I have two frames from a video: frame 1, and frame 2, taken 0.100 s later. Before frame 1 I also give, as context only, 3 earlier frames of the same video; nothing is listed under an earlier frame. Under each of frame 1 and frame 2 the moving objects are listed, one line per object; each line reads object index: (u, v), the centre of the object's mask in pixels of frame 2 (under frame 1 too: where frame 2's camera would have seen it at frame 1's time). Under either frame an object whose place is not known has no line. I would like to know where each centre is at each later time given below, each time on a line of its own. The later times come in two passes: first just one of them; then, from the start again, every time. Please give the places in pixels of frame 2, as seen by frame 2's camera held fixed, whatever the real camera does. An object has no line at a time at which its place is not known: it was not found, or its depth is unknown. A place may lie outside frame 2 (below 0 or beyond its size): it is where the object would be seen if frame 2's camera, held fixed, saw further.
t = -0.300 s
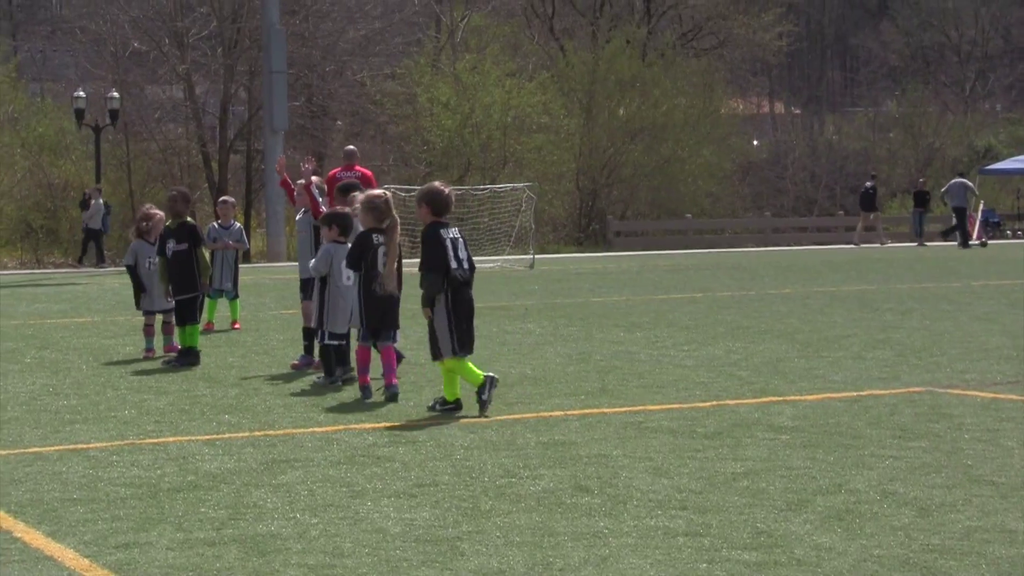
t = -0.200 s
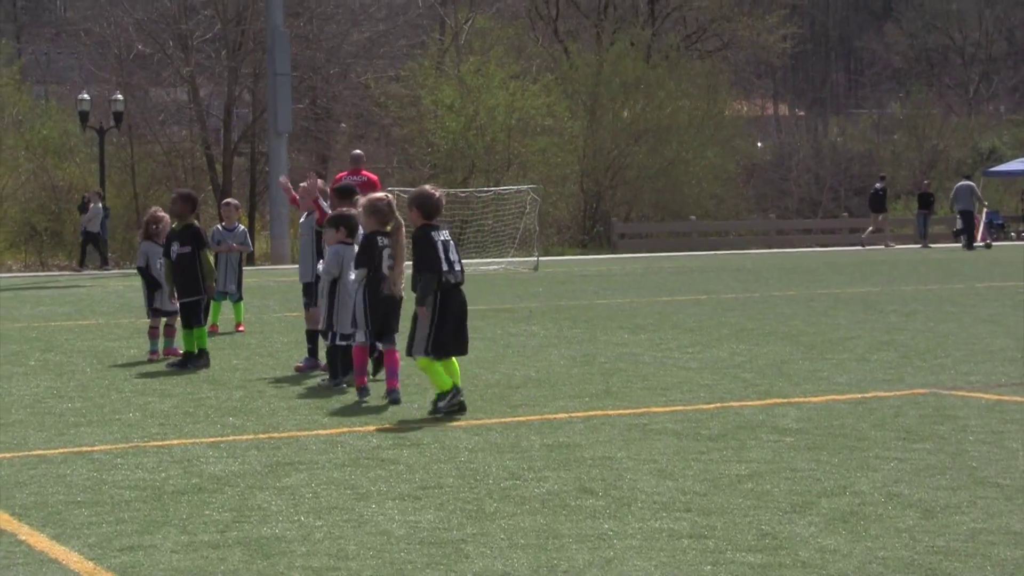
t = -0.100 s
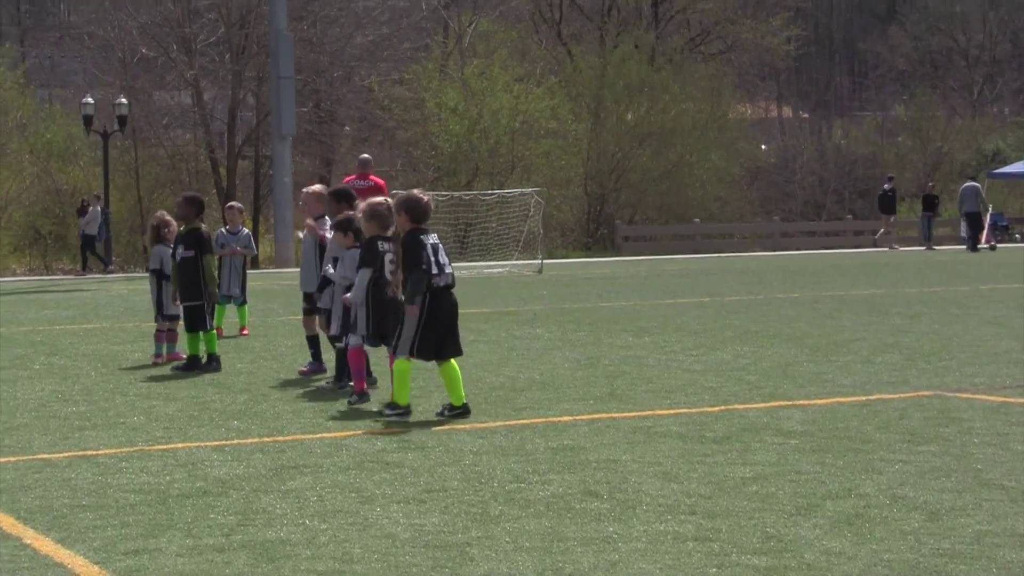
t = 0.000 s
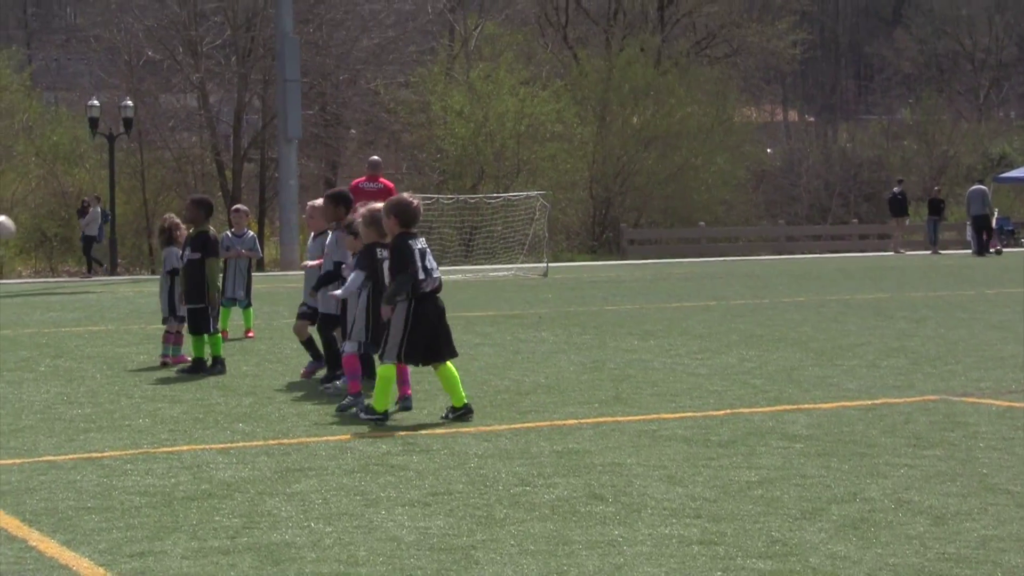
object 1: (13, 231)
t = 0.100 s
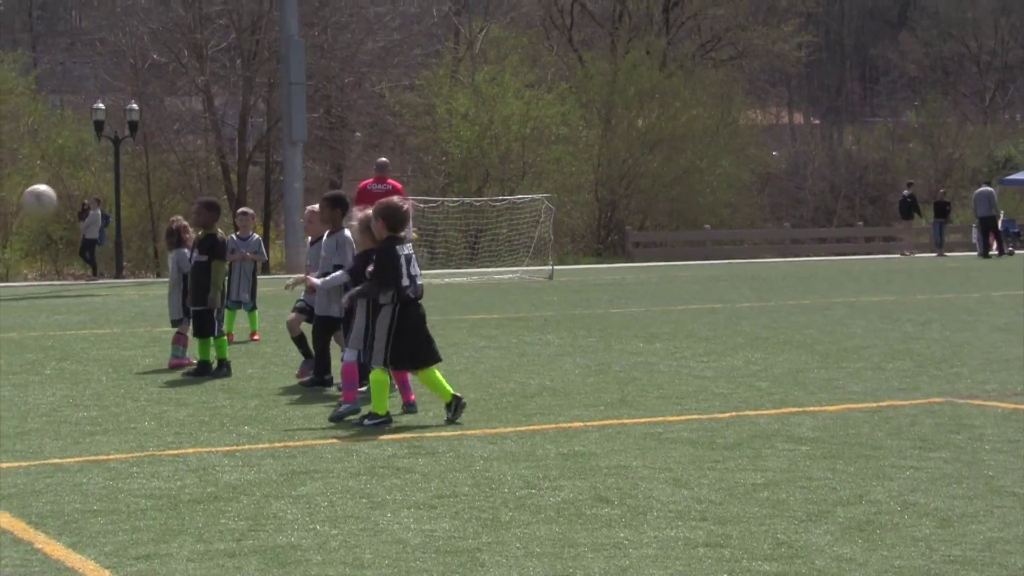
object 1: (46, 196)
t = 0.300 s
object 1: (120, 181)
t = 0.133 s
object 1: (59, 190)
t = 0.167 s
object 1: (69, 185)
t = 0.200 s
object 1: (82, 182)
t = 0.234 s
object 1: (94, 181)
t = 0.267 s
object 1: (107, 180)
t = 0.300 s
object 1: (120, 181)
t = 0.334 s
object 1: (127, 185)
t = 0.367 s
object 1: (140, 191)
